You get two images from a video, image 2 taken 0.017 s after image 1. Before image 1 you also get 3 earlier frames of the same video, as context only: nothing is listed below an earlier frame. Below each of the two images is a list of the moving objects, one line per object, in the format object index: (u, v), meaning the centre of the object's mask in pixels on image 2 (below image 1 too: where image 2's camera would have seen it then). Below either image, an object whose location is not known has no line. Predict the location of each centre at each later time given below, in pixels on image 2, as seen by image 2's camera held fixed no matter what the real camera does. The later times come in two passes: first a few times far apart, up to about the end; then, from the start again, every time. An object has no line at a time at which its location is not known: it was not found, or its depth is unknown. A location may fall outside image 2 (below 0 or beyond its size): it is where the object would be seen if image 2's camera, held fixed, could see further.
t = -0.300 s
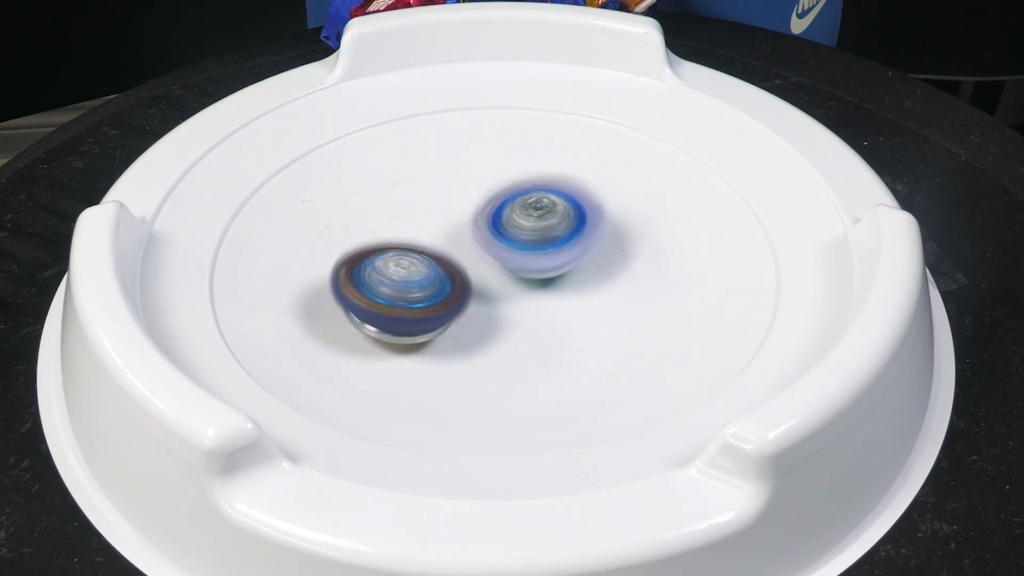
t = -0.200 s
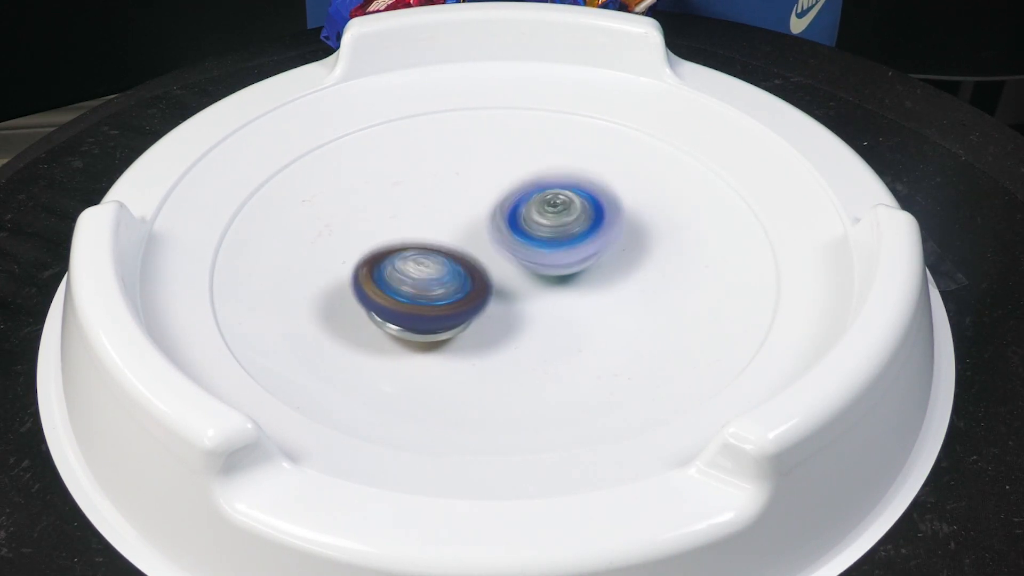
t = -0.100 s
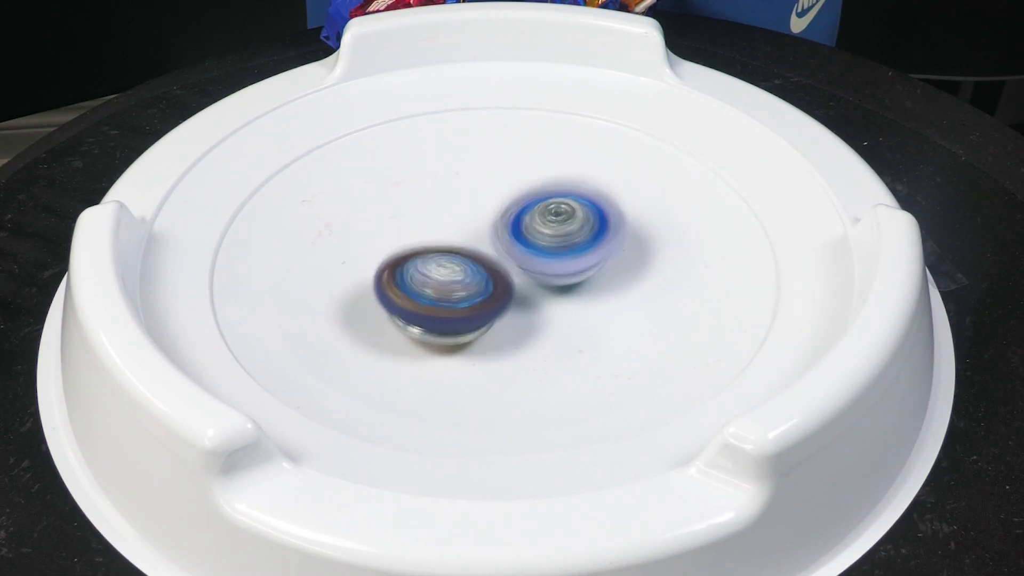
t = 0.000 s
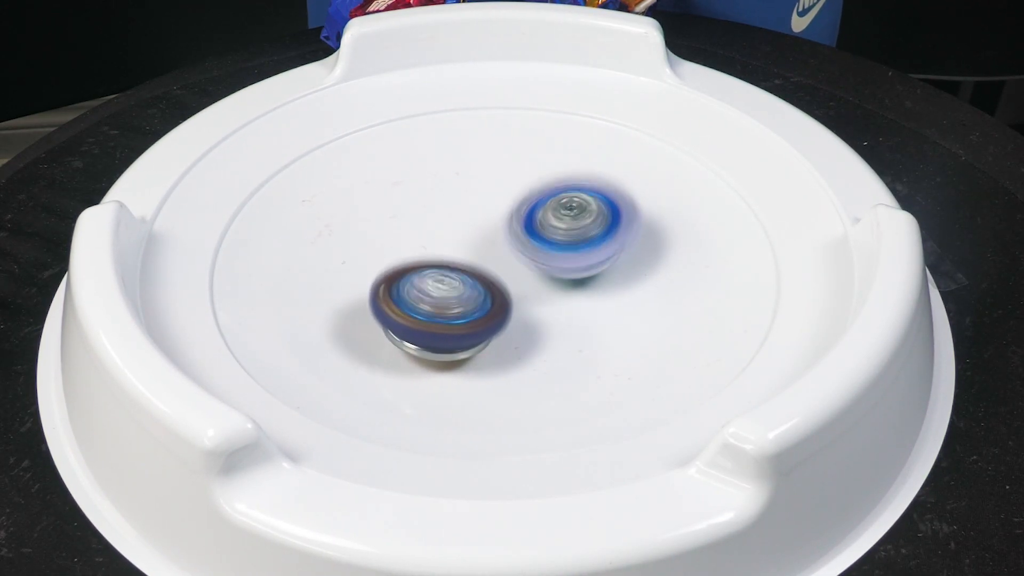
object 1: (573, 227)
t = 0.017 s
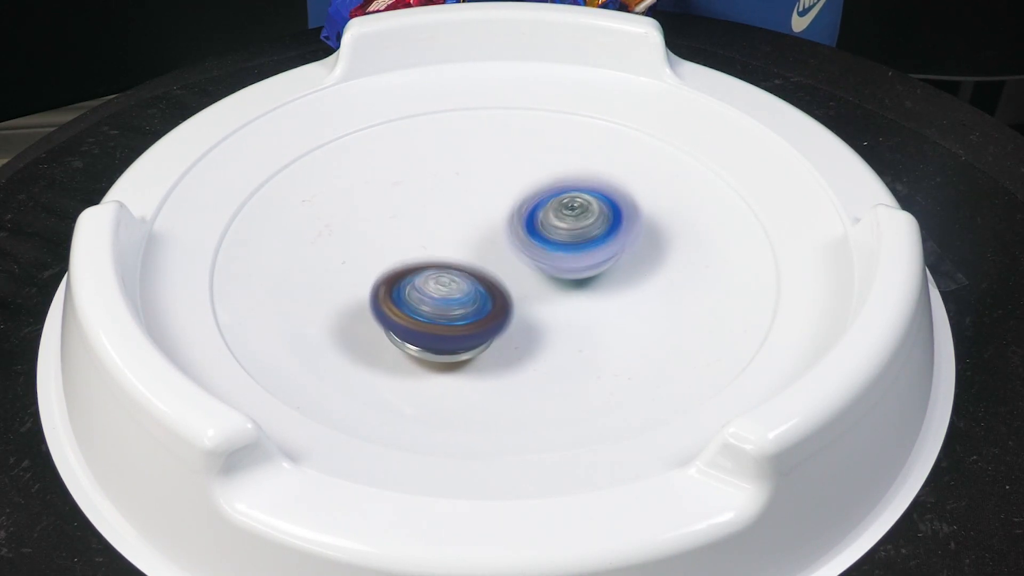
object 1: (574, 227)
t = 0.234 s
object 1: (535, 231)
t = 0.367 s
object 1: (539, 194)
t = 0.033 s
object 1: (574, 227)
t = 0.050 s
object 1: (574, 228)
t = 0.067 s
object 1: (573, 229)
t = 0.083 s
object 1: (571, 231)
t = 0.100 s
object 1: (569, 232)
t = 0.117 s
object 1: (566, 233)
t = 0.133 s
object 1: (562, 235)
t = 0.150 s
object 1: (558, 237)
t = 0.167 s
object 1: (553, 238)
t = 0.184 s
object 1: (548, 239)
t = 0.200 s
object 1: (542, 239)
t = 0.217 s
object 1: (538, 236)
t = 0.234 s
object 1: (535, 231)
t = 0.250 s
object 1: (532, 226)
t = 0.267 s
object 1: (531, 220)
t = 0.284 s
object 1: (530, 215)
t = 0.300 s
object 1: (530, 211)
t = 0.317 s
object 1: (531, 206)
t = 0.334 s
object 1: (533, 201)
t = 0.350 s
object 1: (535, 197)
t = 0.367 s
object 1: (539, 194)
